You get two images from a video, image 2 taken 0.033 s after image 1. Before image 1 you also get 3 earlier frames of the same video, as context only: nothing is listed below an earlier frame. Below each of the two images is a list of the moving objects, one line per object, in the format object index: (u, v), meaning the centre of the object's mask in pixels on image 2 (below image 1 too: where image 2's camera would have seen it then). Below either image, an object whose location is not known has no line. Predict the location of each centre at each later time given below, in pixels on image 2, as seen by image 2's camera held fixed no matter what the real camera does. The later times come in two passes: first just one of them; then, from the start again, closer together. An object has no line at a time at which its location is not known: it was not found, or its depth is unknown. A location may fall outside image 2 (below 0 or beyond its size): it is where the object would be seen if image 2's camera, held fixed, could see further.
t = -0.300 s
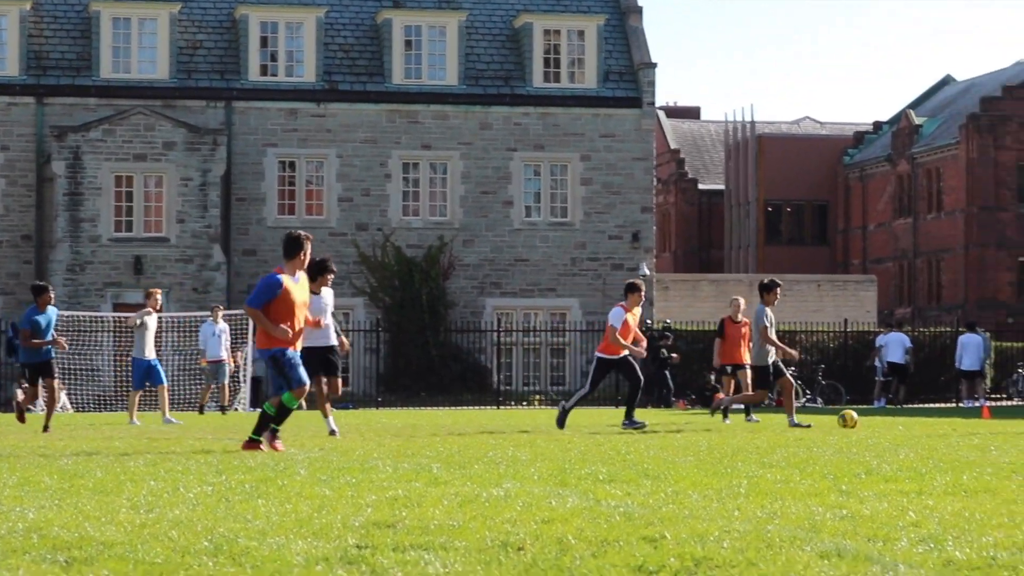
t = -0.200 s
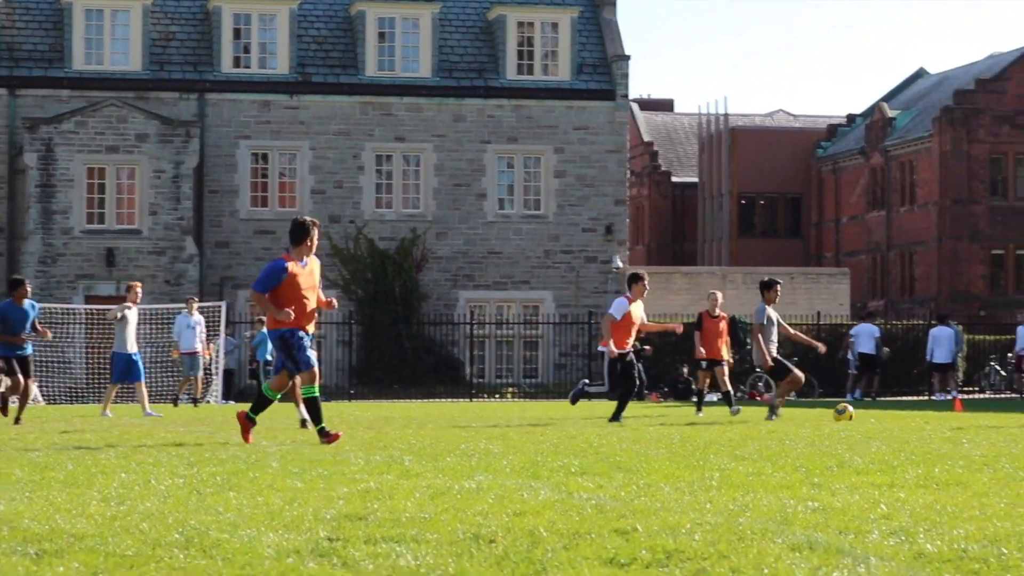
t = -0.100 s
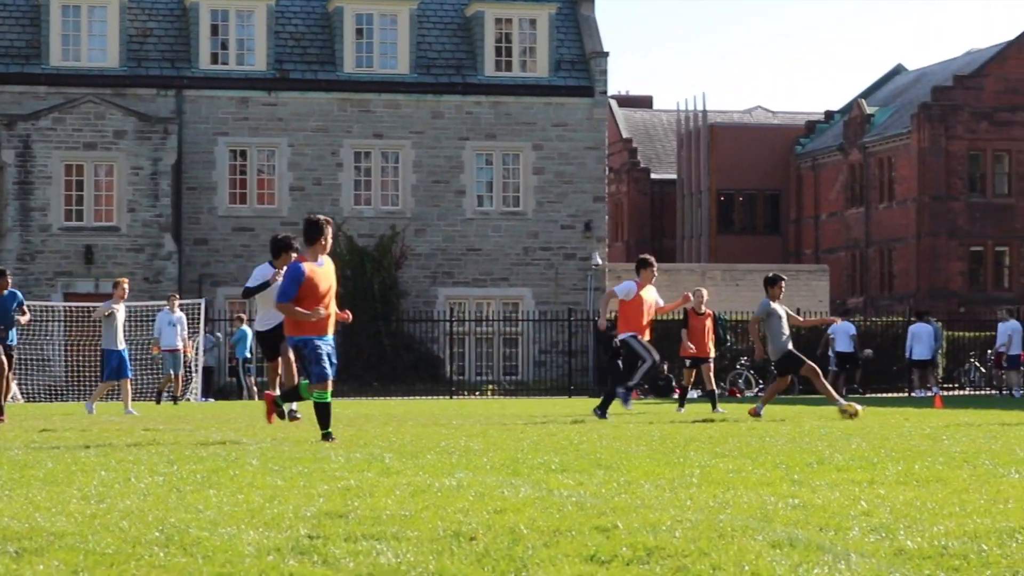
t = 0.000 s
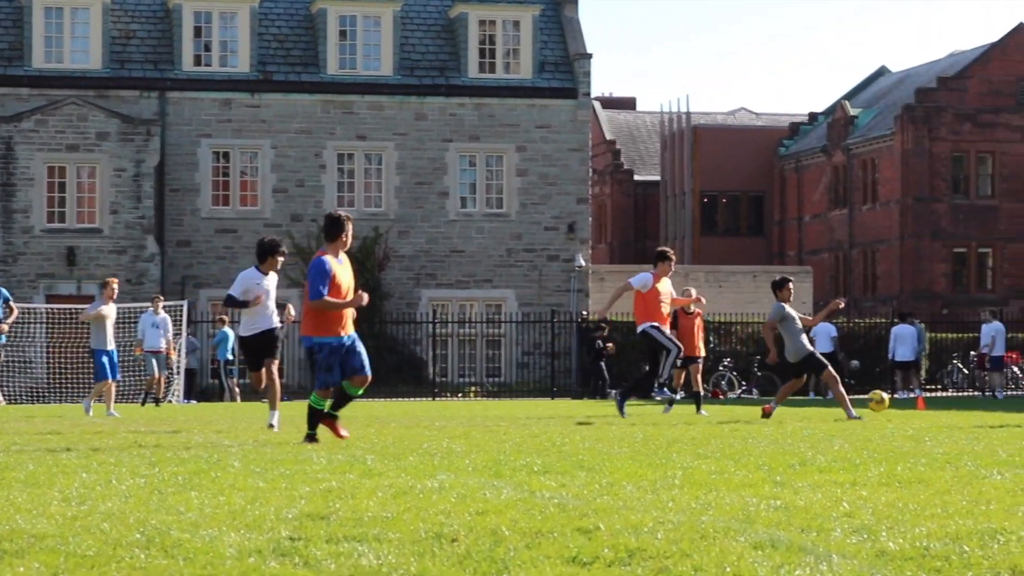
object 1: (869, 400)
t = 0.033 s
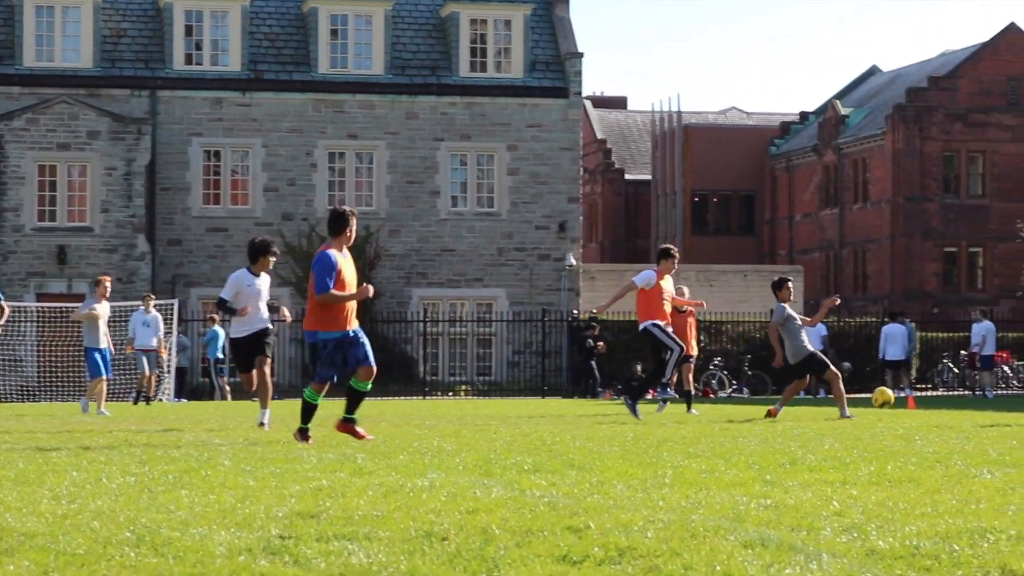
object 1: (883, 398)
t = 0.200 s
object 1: (960, 404)
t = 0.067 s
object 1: (897, 397)
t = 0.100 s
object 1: (913, 396)
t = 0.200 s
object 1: (960, 404)
